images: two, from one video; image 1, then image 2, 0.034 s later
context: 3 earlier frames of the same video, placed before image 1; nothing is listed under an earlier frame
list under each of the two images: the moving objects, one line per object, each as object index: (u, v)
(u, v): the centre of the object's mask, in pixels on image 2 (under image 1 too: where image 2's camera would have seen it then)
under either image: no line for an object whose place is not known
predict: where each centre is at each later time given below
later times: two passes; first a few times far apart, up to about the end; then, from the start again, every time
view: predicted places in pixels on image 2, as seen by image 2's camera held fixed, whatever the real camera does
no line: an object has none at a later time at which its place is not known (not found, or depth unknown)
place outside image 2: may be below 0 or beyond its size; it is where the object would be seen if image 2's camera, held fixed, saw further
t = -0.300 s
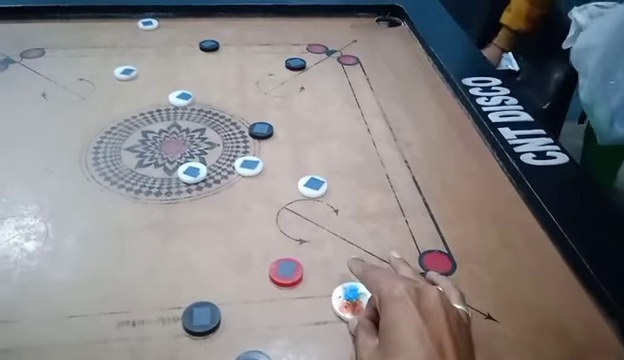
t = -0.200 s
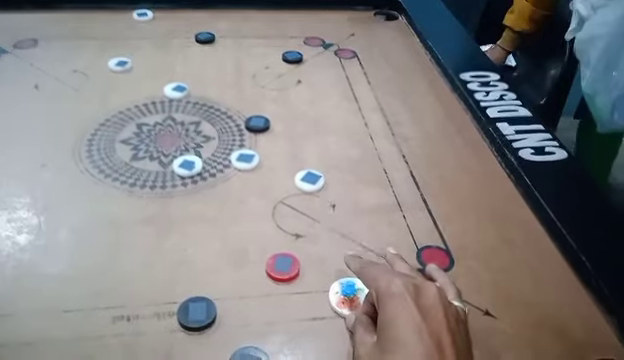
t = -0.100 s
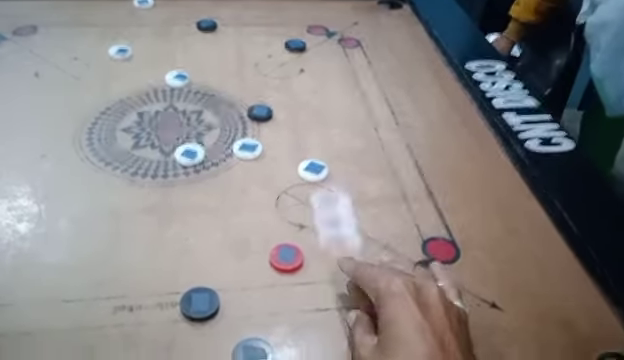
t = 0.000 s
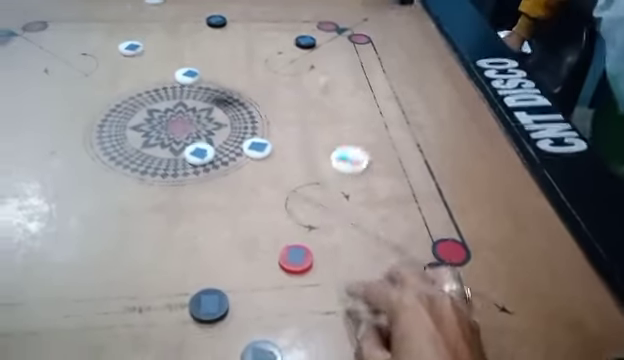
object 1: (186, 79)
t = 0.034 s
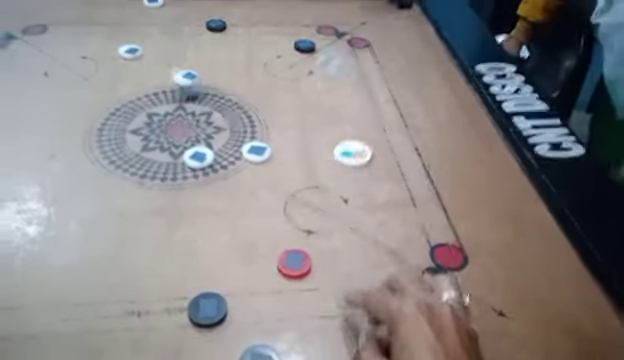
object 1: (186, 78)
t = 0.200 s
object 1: (147, 19)
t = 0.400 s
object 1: (92, 3)
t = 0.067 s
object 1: (176, 65)
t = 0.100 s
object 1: (168, 52)
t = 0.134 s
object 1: (160, 40)
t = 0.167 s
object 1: (153, 28)
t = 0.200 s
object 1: (147, 19)
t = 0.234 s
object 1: (141, 10)
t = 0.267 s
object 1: (134, 4)
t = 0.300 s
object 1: (123, -3)
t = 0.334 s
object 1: (113, -4)
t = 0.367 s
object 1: (103, -1)
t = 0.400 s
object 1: (92, 3)
